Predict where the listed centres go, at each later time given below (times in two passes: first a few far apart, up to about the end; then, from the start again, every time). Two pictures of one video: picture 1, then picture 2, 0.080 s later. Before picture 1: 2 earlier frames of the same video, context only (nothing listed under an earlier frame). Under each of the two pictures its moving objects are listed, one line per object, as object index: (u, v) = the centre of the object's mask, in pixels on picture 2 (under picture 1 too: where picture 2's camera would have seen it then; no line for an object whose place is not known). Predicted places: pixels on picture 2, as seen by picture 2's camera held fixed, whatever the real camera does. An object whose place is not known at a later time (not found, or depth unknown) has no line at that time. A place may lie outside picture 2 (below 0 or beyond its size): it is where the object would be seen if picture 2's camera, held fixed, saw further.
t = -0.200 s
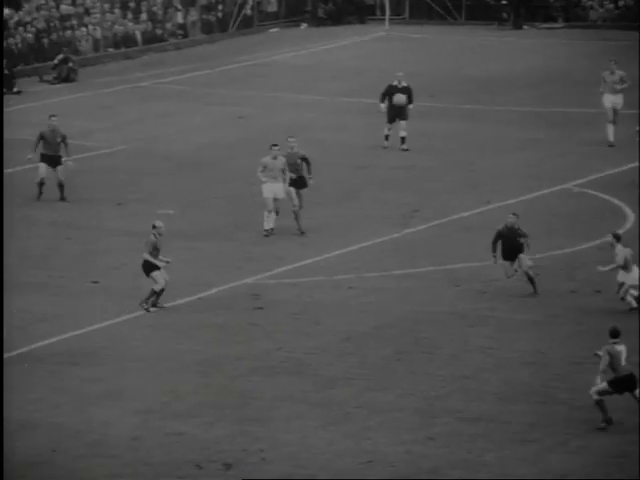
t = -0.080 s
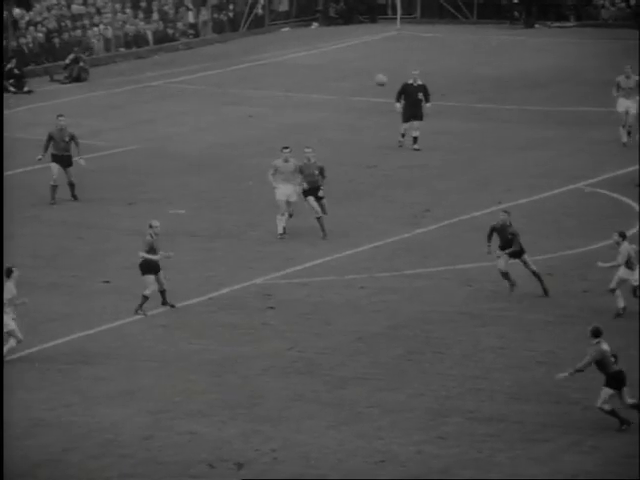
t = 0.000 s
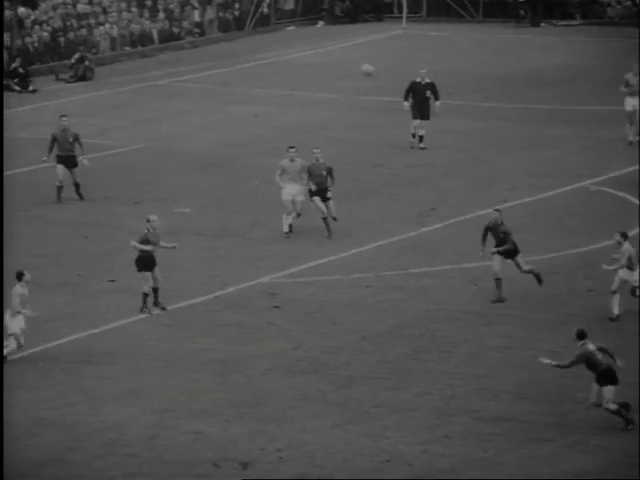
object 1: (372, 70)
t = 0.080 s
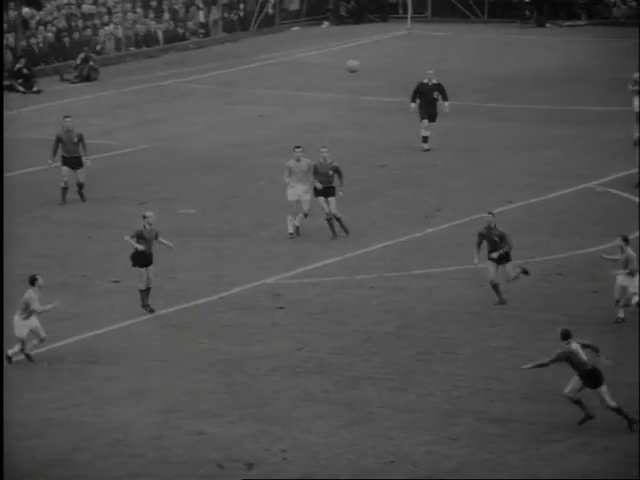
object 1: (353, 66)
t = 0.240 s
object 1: (314, 66)
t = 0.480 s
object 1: (255, 98)
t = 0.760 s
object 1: (189, 180)
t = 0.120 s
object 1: (343, 64)
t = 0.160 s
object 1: (333, 64)
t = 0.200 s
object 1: (323, 65)
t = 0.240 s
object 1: (314, 66)
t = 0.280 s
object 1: (304, 69)
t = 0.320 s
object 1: (294, 72)
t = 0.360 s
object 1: (284, 77)
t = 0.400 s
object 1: (275, 83)
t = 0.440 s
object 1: (265, 90)
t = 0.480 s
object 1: (255, 98)
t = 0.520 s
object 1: (246, 107)
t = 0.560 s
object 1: (237, 117)
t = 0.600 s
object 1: (227, 128)
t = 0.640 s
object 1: (218, 140)
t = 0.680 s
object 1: (208, 152)
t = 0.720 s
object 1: (199, 165)
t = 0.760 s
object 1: (189, 180)
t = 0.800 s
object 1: (181, 194)
